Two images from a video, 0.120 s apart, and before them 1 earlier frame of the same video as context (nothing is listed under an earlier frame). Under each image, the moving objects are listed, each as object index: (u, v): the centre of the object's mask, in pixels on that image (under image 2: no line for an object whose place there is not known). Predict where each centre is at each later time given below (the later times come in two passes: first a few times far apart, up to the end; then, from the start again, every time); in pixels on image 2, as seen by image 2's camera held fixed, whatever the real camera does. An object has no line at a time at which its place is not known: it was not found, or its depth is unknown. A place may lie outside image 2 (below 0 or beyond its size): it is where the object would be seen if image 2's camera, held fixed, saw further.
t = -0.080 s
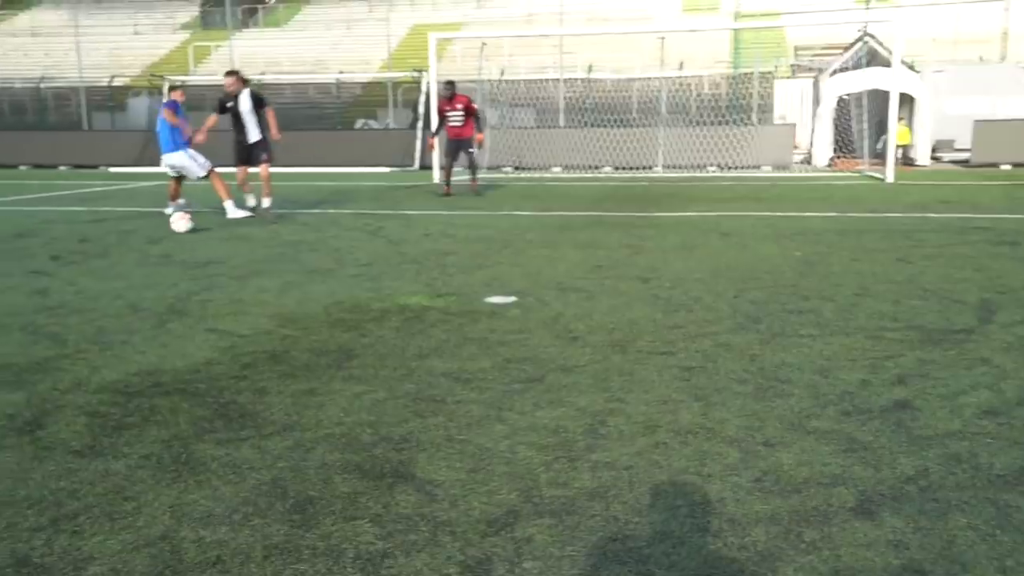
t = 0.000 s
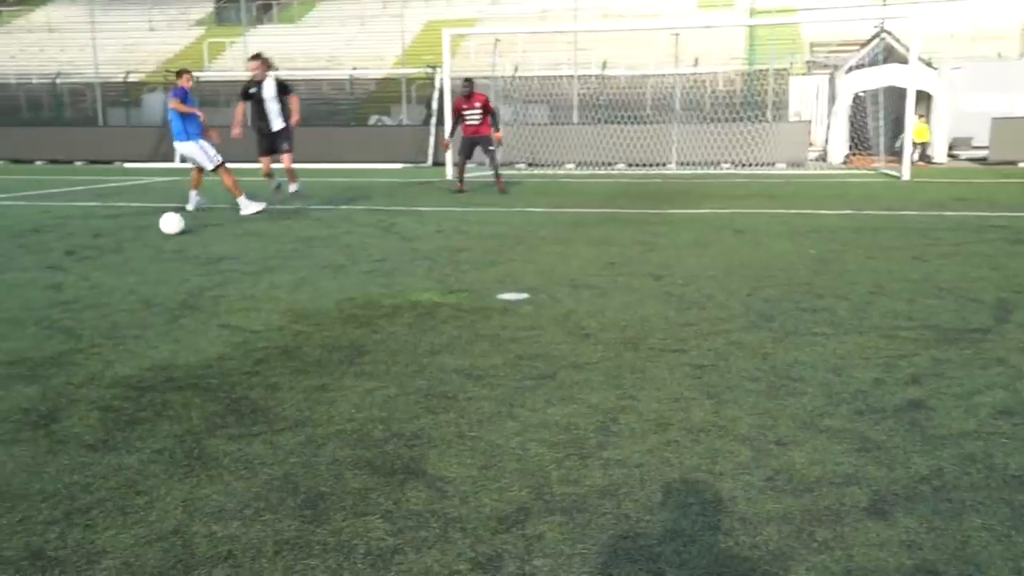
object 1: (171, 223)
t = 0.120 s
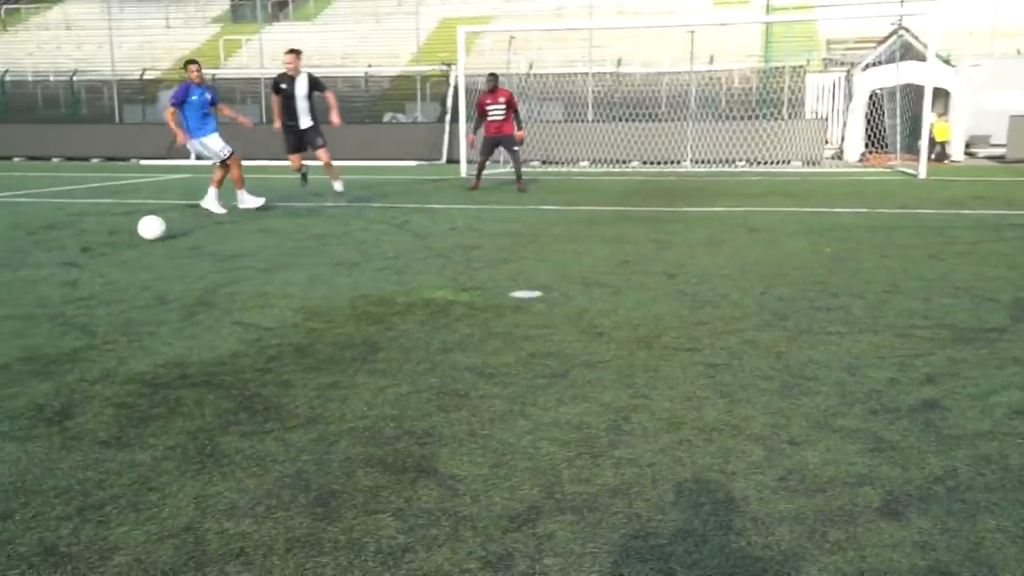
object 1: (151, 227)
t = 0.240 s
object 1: (115, 237)
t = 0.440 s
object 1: (48, 254)
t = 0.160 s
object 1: (139, 231)
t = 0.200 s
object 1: (127, 235)
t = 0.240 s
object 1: (115, 237)
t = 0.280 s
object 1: (103, 241)
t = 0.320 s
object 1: (90, 243)
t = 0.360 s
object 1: (77, 248)
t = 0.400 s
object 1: (64, 251)
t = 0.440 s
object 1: (48, 254)
